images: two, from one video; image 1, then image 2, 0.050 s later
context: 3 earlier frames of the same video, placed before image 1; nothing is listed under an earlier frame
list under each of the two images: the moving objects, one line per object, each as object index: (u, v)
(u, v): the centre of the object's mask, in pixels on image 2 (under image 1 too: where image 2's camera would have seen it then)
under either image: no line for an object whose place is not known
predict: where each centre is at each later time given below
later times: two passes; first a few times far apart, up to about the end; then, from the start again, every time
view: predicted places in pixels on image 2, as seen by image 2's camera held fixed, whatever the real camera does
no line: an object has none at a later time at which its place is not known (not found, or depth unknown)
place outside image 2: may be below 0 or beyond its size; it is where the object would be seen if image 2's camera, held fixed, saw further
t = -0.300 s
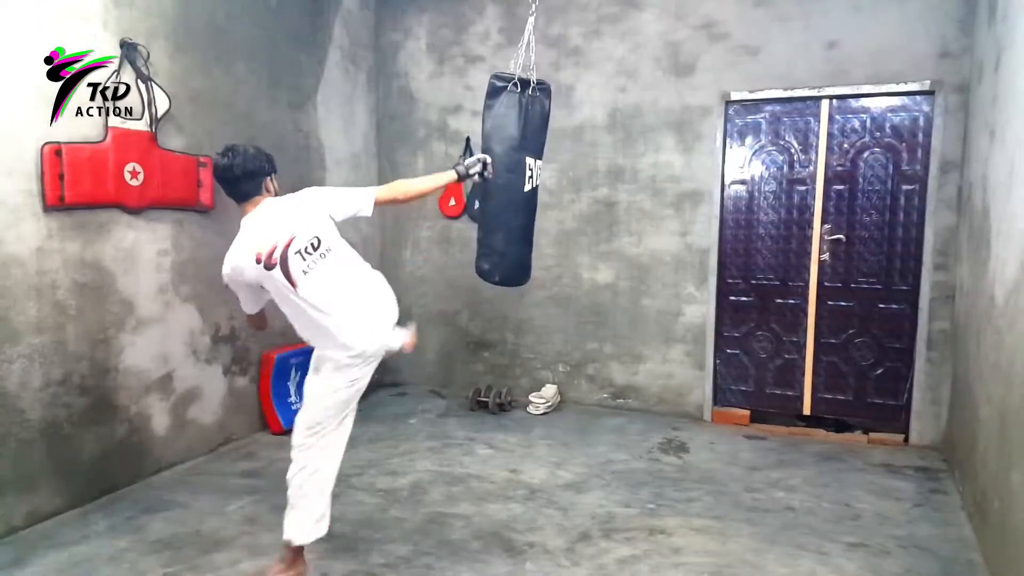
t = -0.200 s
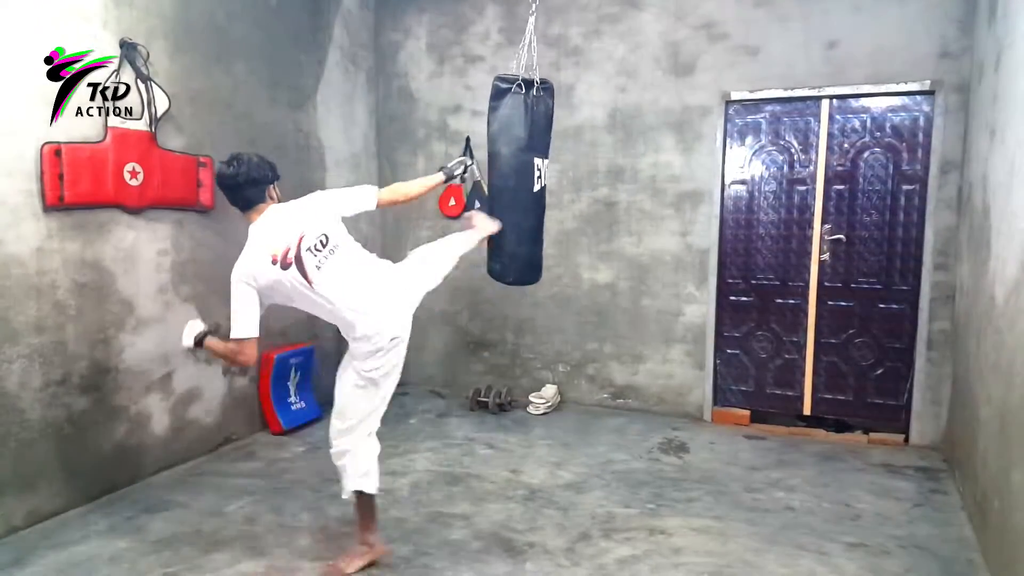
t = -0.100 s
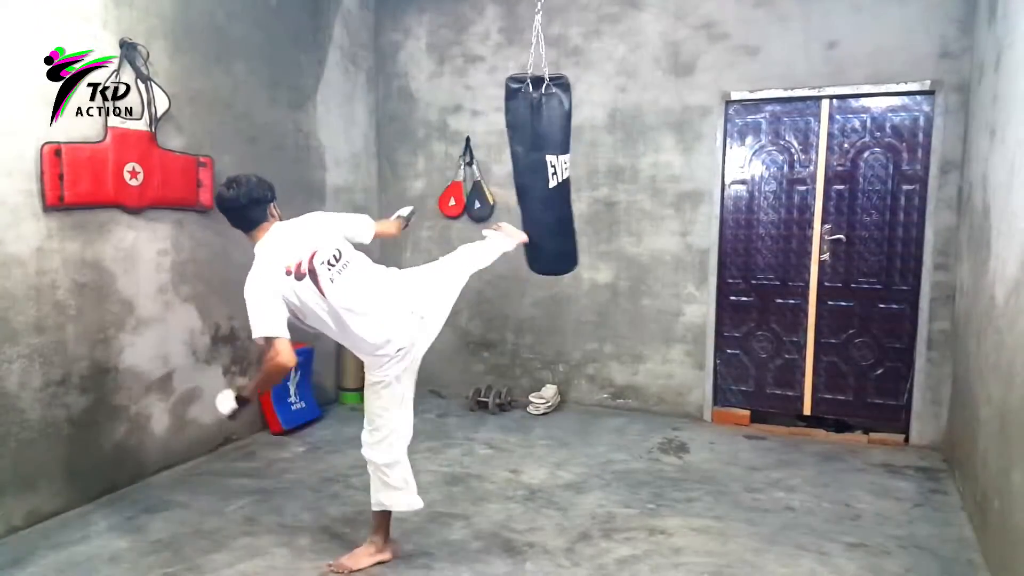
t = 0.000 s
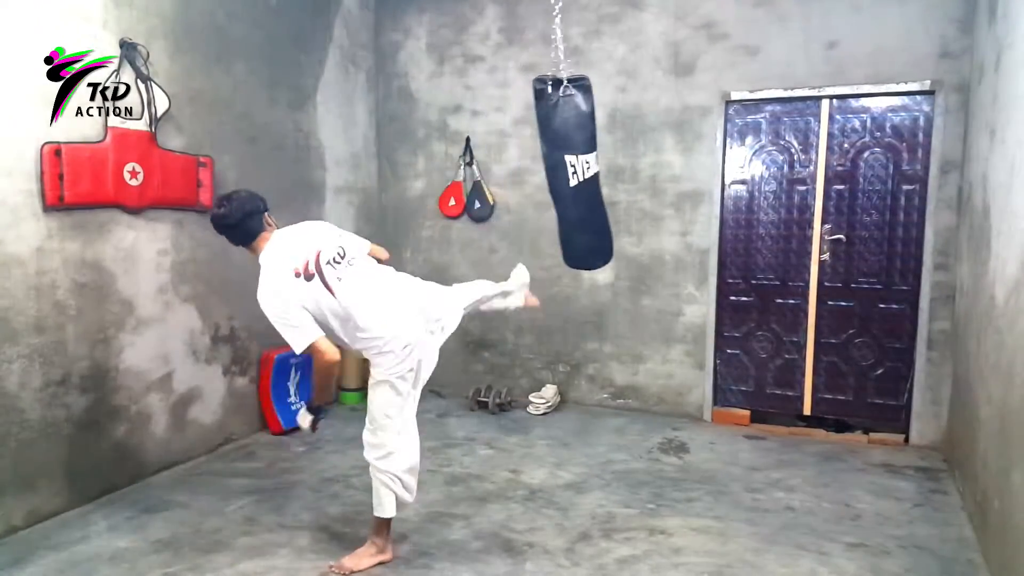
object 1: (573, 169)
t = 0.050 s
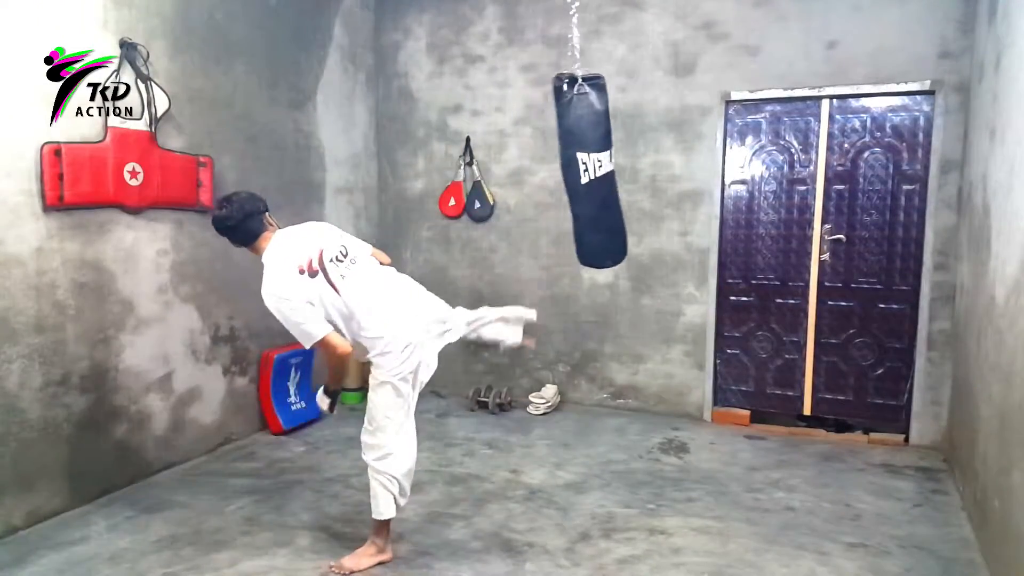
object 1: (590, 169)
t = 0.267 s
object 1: (646, 157)
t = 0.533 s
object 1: (687, 146)
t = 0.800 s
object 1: (692, 156)
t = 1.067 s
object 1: (643, 185)
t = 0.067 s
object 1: (595, 169)
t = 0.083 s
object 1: (600, 169)
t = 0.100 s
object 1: (605, 169)
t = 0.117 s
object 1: (610, 168)
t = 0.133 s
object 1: (615, 168)
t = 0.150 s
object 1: (619, 167)
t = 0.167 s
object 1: (623, 165)
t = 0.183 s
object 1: (627, 164)
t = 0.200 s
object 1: (631, 162)
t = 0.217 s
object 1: (635, 160)
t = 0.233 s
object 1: (638, 159)
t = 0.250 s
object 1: (642, 158)
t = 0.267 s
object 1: (646, 157)
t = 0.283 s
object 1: (649, 156)
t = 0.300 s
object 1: (653, 156)
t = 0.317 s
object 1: (656, 155)
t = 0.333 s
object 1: (659, 155)
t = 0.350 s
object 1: (662, 155)
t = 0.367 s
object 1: (665, 154)
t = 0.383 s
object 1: (668, 153)
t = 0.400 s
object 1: (670, 153)
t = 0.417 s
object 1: (673, 152)
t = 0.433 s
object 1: (675, 151)
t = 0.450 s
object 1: (677, 150)
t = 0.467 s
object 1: (679, 148)
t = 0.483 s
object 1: (681, 147)
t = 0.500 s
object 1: (682, 146)
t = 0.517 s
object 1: (685, 146)
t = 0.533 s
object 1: (687, 146)
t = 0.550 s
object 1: (689, 146)
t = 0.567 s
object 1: (691, 147)
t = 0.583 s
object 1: (692, 146)
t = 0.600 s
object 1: (693, 146)
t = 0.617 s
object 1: (694, 147)
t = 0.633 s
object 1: (695, 147)
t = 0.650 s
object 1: (696, 147)
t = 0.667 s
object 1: (696, 148)
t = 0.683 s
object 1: (696, 149)
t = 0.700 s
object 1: (696, 149)
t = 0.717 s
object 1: (696, 150)
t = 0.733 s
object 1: (696, 150)
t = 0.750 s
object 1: (695, 152)
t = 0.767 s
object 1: (695, 154)
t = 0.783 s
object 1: (693, 155)
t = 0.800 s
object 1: (692, 156)
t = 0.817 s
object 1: (691, 159)
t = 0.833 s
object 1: (689, 161)
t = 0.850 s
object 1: (688, 163)
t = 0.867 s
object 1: (684, 164)
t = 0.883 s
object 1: (683, 167)
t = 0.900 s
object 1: (680, 169)
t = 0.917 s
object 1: (678, 170)
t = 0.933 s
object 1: (675, 173)
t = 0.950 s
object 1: (671, 173)
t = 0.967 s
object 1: (667, 175)
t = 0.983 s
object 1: (664, 177)
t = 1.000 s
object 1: (660, 179)
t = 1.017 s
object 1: (656, 181)
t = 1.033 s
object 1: (652, 183)
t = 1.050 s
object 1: (648, 184)
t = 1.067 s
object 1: (643, 185)
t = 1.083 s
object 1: (638, 186)
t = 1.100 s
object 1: (633, 186)
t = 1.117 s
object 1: (627, 187)
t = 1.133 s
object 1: (622, 186)
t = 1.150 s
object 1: (616, 186)
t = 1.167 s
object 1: (609, 186)
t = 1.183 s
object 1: (603, 186)
